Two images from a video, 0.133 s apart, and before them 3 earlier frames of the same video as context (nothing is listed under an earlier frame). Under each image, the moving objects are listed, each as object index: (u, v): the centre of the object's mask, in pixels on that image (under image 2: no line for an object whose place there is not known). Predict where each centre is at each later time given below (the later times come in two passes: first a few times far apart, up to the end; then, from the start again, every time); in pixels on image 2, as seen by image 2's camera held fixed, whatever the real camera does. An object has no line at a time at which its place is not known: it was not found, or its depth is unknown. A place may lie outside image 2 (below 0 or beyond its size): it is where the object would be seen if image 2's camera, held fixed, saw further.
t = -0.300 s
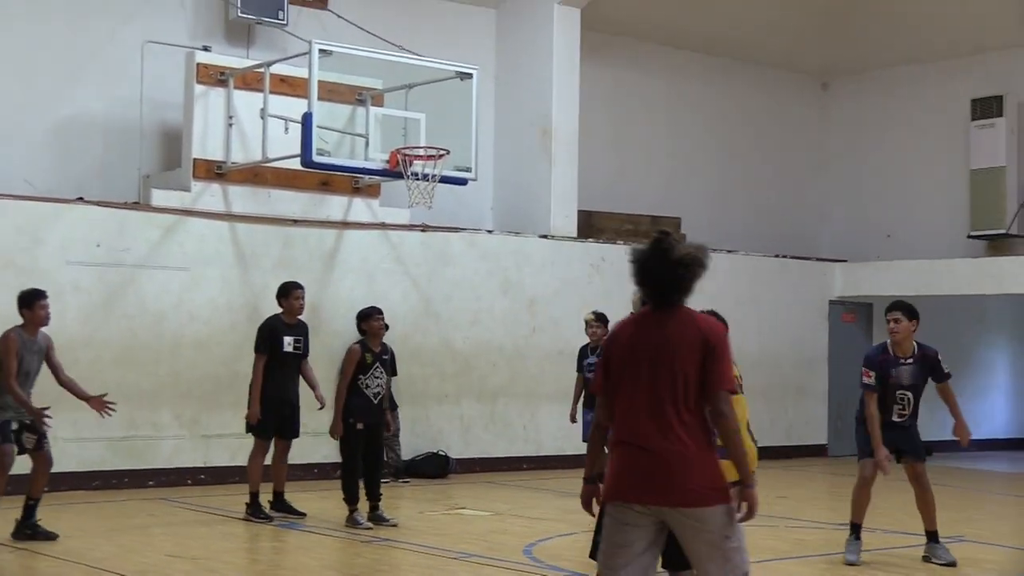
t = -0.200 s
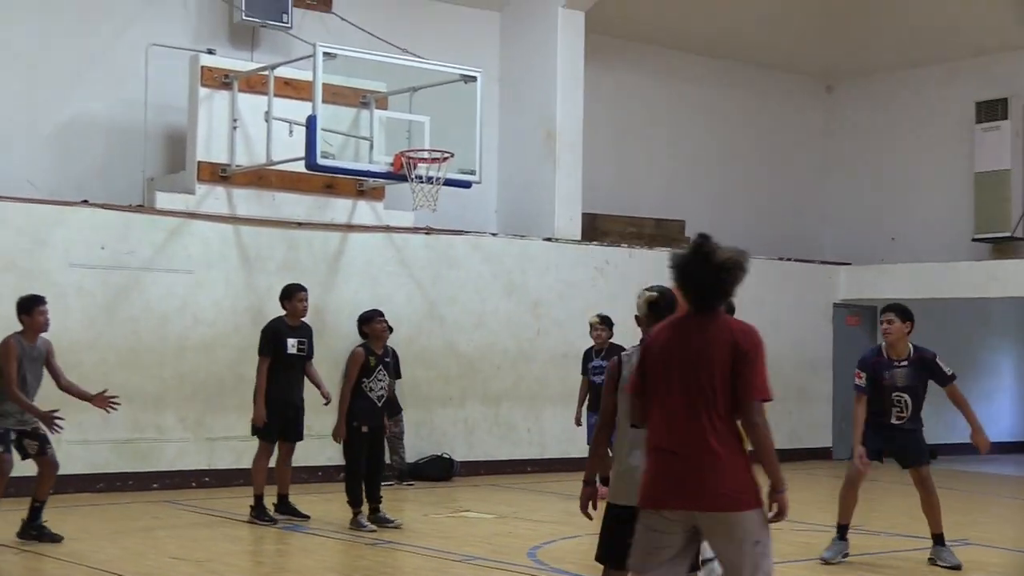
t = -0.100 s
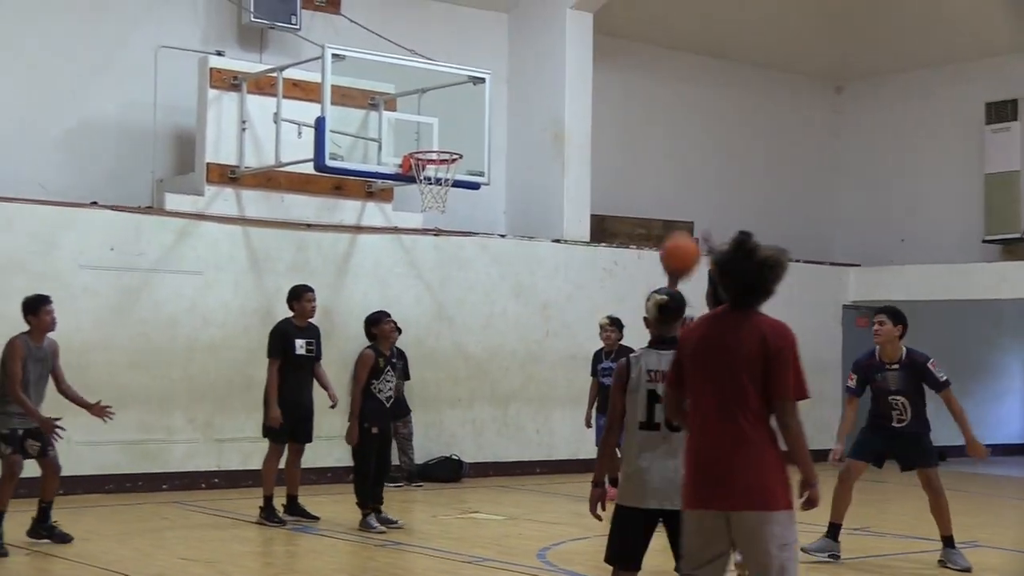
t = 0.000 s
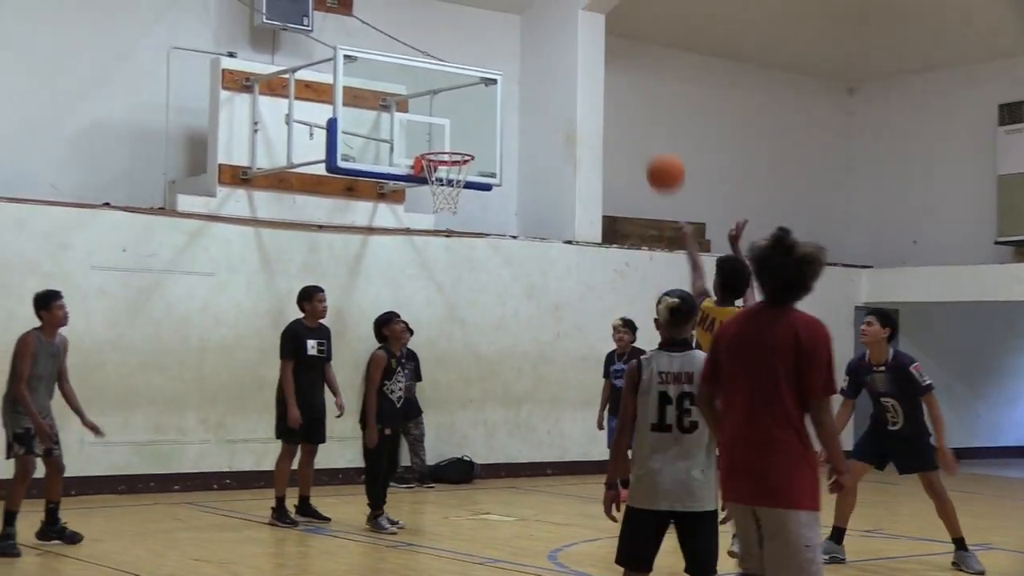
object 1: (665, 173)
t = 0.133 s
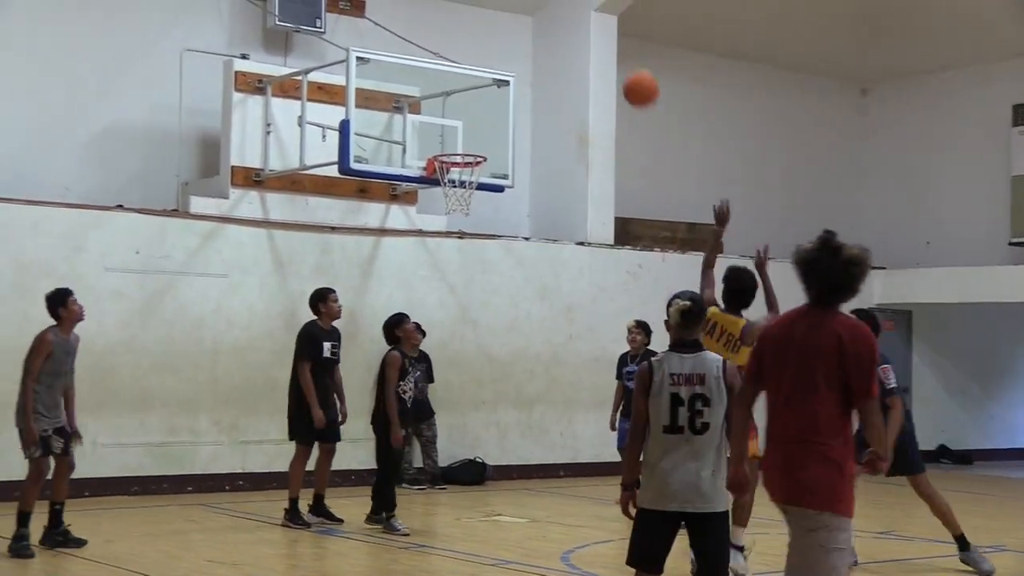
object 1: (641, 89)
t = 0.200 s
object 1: (623, 60)
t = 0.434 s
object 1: (569, 16)
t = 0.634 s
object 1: (531, 36)
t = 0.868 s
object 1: (492, 112)
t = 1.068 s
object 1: (453, 143)
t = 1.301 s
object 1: (414, 106)
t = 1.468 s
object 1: (399, 106)
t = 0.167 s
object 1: (632, 73)
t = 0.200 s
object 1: (623, 60)
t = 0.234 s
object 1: (615, 48)
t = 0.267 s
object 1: (606, 39)
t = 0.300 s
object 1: (598, 31)
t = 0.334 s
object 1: (591, 25)
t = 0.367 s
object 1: (583, 20)
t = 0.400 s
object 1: (576, 17)
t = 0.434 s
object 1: (569, 16)
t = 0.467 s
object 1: (563, 16)
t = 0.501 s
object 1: (556, 17)
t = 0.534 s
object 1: (550, 20)
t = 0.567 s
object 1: (544, 24)
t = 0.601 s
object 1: (538, 29)
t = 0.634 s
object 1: (531, 36)
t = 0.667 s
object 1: (525, 44)
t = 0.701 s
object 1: (519, 53)
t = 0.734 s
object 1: (514, 62)
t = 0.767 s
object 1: (508, 73)
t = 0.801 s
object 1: (503, 85)
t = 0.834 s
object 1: (497, 98)
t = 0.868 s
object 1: (492, 112)
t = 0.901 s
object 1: (487, 126)
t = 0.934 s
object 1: (482, 141)
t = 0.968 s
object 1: (476, 147)
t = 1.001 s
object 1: (467, 150)
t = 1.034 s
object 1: (459, 153)
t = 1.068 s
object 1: (453, 143)
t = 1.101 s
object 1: (446, 135)
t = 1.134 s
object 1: (441, 128)
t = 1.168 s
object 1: (434, 122)
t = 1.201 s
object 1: (428, 117)
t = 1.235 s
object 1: (421, 114)
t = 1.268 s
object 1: (418, 109)
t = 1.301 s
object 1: (414, 106)
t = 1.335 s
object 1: (411, 103)
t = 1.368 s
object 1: (408, 102)
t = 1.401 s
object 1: (406, 102)
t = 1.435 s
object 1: (403, 104)
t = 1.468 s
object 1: (399, 106)
